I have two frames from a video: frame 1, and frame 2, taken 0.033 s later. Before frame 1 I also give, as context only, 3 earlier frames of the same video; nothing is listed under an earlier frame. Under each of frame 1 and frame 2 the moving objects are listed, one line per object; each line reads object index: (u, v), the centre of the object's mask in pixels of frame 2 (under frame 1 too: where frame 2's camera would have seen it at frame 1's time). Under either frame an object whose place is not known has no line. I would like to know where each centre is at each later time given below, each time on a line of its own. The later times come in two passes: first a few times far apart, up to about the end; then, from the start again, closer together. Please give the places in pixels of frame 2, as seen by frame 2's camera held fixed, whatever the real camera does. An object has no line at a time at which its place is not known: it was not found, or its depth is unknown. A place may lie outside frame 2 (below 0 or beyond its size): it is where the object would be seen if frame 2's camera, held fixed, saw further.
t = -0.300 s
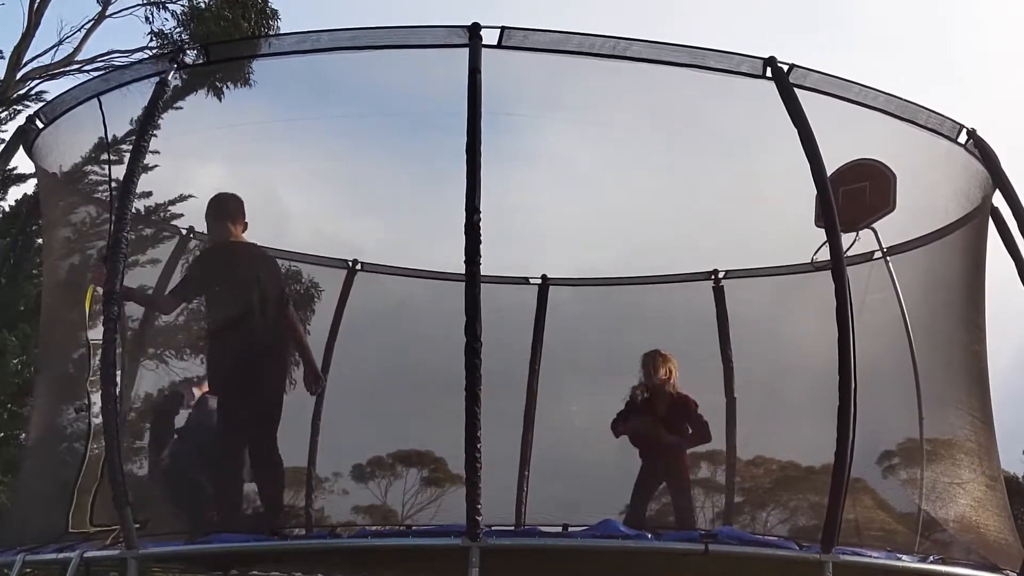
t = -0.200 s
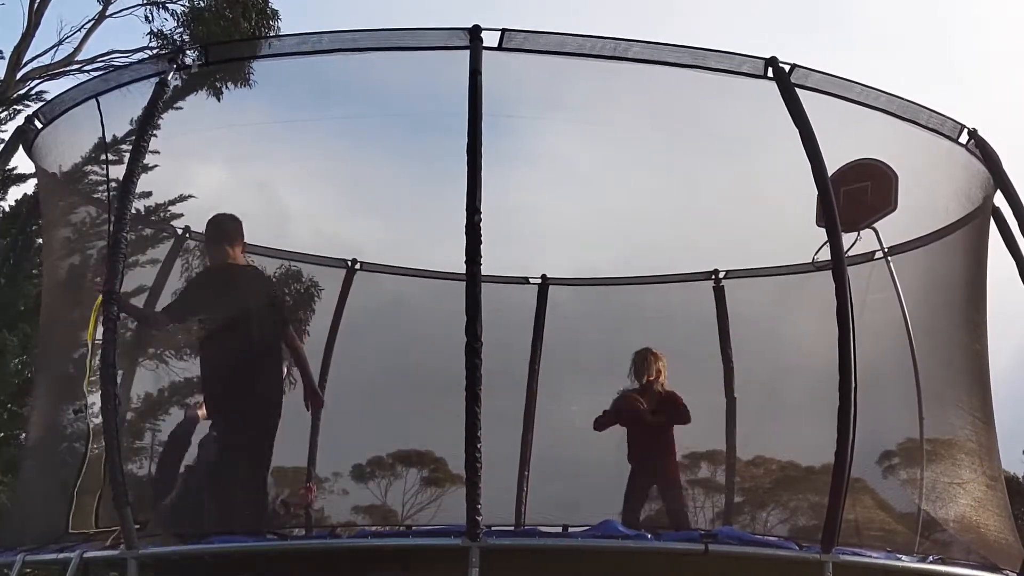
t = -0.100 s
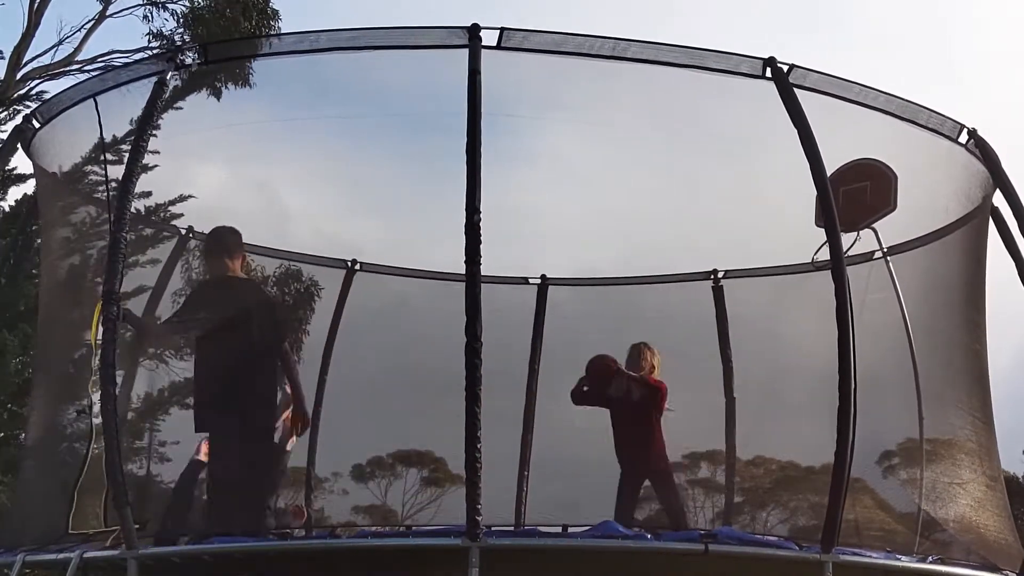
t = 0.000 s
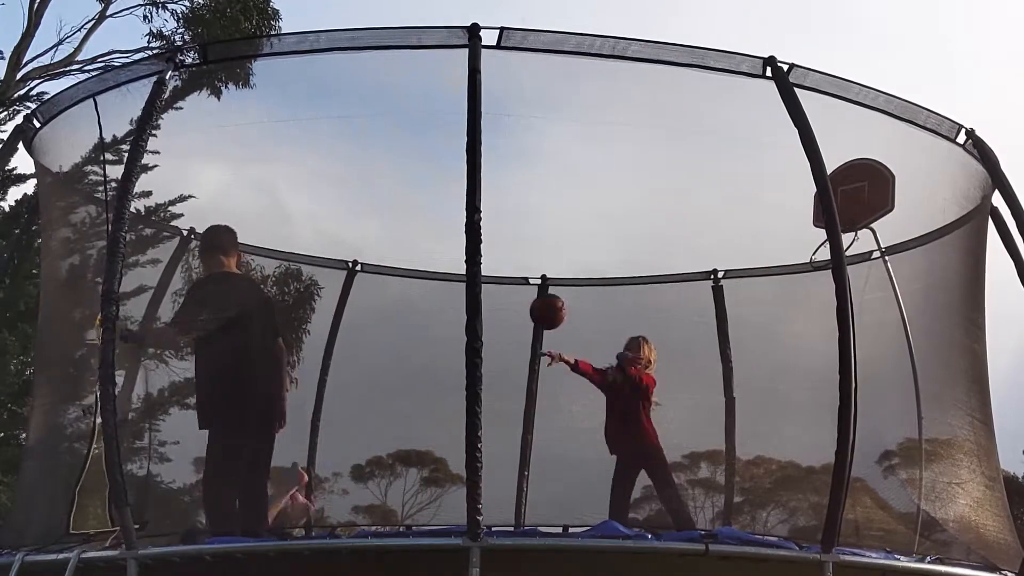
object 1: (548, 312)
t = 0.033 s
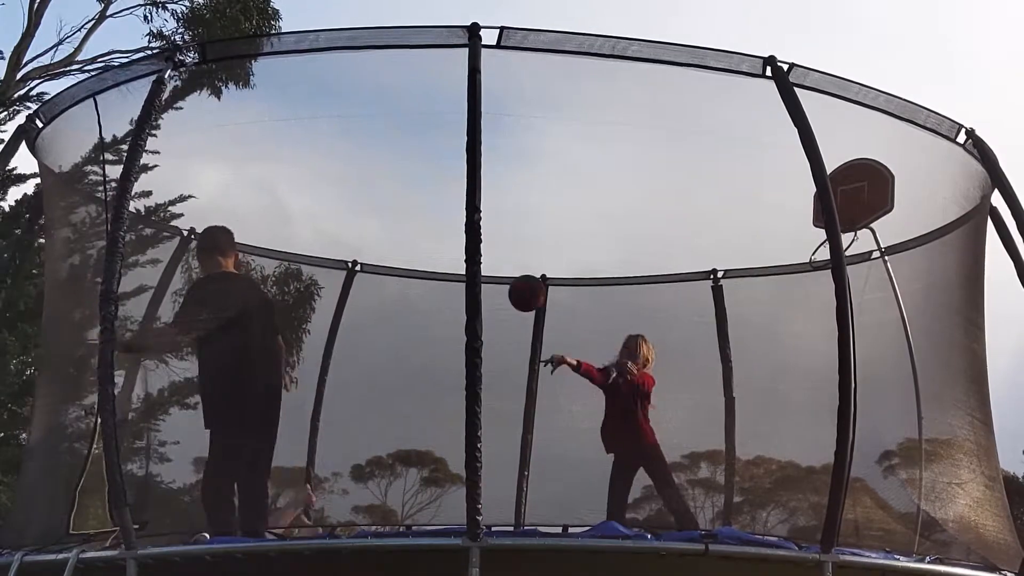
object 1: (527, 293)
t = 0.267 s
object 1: (361, 215)
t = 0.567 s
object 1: (104, 278)
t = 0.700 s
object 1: (143, 354)
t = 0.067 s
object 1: (505, 276)
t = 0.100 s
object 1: (490, 261)
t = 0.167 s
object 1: (436, 237)
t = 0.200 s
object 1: (412, 227)
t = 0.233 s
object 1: (387, 220)
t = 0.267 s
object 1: (361, 215)
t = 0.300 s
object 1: (334, 212)
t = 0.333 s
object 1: (307, 212)
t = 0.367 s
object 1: (278, 214)
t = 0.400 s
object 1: (247, 219)
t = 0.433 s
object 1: (217, 226)
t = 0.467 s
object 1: (185, 237)
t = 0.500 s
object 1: (151, 251)
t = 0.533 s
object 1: (126, 265)
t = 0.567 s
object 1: (104, 278)
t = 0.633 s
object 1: (130, 313)
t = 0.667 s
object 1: (135, 334)
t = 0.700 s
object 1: (143, 354)
